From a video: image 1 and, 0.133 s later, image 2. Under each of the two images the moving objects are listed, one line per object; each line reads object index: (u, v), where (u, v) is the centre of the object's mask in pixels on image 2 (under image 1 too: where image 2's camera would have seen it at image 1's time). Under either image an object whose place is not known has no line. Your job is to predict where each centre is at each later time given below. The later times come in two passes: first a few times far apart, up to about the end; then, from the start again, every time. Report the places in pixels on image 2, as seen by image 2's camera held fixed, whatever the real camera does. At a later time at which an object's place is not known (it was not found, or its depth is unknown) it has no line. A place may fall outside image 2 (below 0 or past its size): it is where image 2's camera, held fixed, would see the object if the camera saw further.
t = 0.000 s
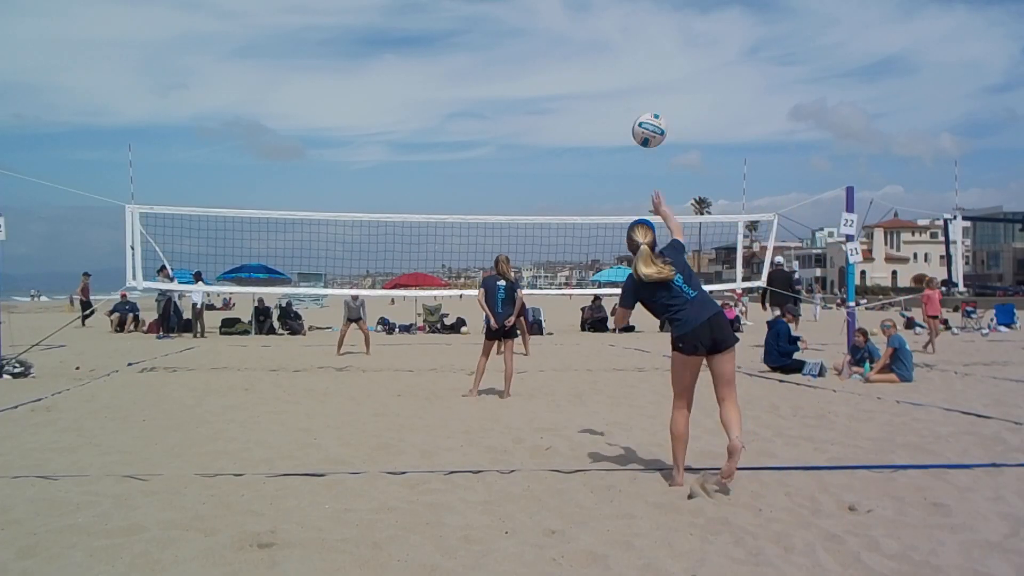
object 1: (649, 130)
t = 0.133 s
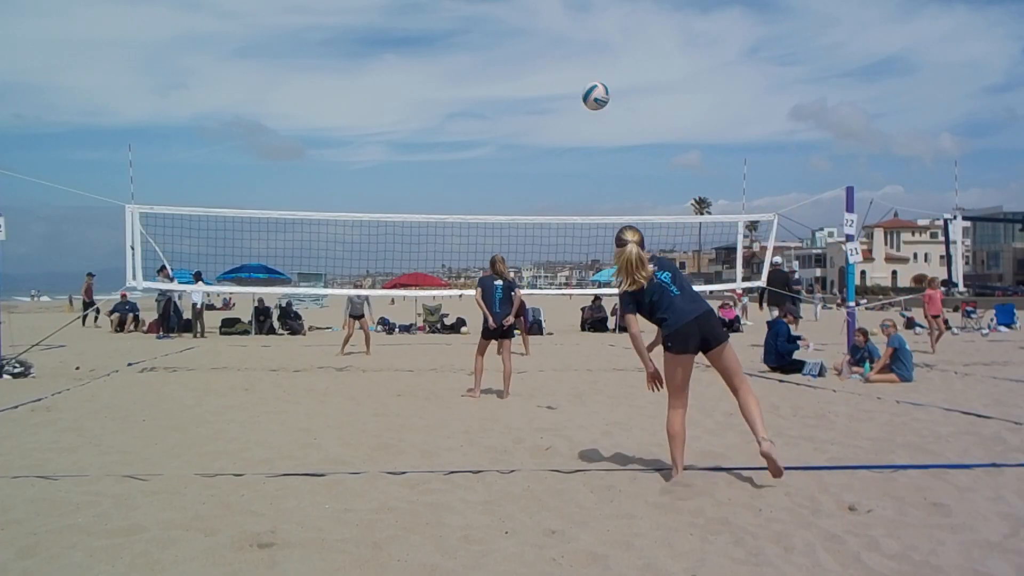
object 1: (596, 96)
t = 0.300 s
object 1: (552, 93)
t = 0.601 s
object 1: (514, 142)
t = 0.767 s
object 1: (506, 184)
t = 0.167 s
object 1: (585, 93)
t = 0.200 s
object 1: (576, 91)
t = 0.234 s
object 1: (567, 90)
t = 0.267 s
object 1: (560, 91)
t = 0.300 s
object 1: (552, 93)
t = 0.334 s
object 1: (546, 95)
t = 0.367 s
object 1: (540, 99)
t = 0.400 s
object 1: (535, 104)
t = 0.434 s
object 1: (530, 109)
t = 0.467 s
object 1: (526, 115)
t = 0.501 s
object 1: (523, 121)
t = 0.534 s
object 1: (520, 128)
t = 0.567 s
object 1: (517, 135)
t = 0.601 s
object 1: (514, 142)
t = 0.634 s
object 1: (512, 150)
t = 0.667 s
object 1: (511, 158)
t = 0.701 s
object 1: (509, 167)
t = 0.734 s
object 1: (507, 175)
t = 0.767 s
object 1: (506, 184)
